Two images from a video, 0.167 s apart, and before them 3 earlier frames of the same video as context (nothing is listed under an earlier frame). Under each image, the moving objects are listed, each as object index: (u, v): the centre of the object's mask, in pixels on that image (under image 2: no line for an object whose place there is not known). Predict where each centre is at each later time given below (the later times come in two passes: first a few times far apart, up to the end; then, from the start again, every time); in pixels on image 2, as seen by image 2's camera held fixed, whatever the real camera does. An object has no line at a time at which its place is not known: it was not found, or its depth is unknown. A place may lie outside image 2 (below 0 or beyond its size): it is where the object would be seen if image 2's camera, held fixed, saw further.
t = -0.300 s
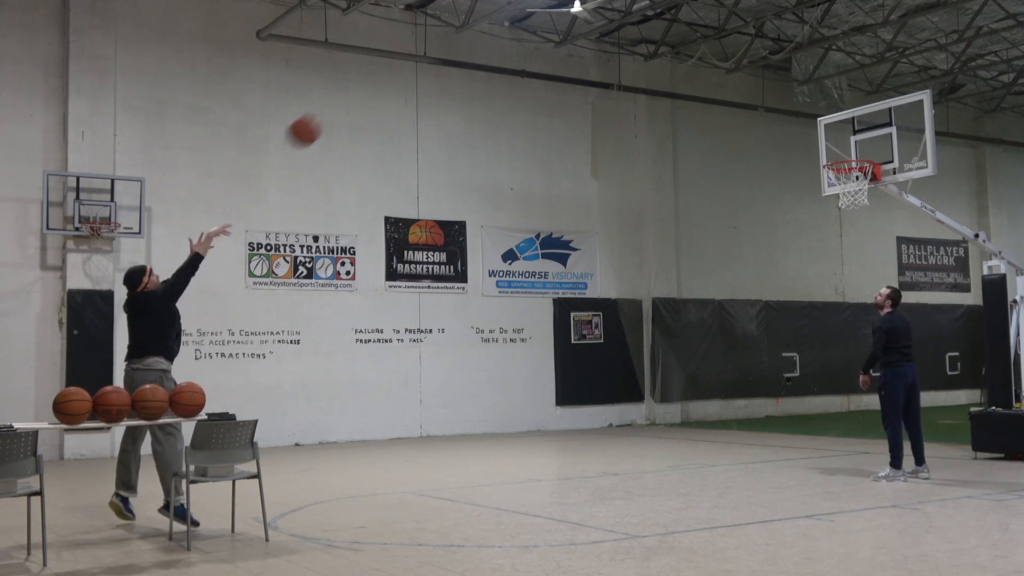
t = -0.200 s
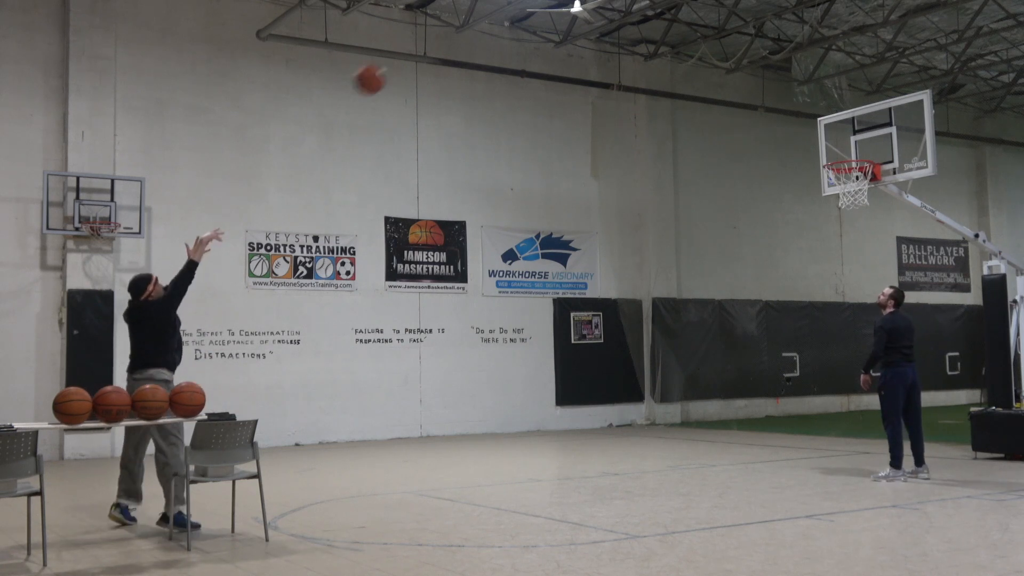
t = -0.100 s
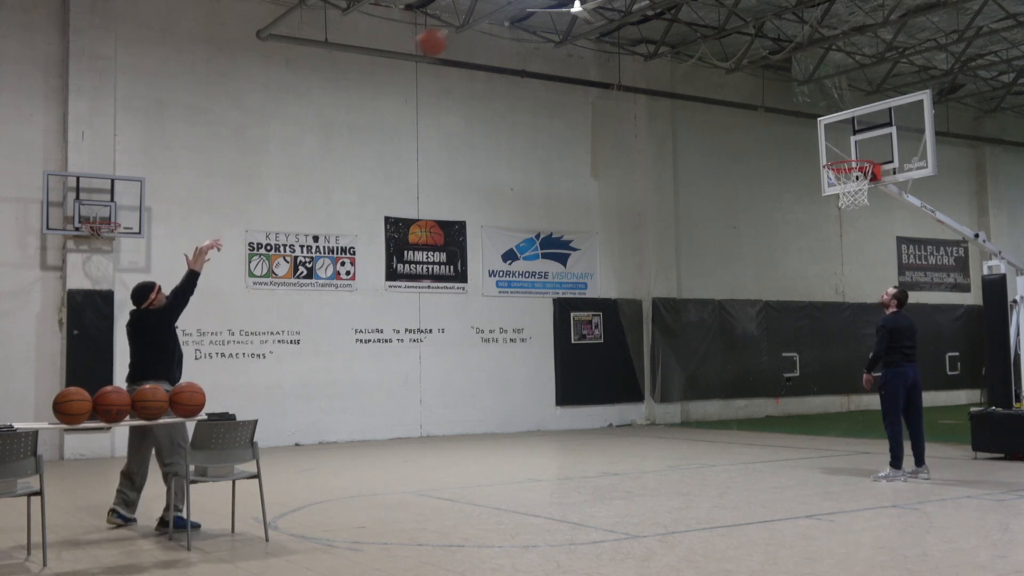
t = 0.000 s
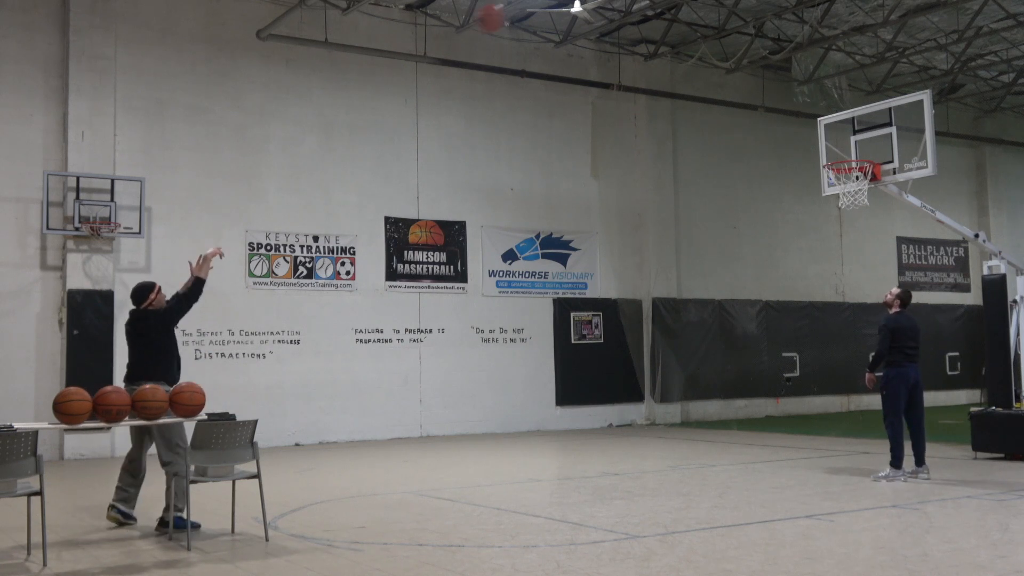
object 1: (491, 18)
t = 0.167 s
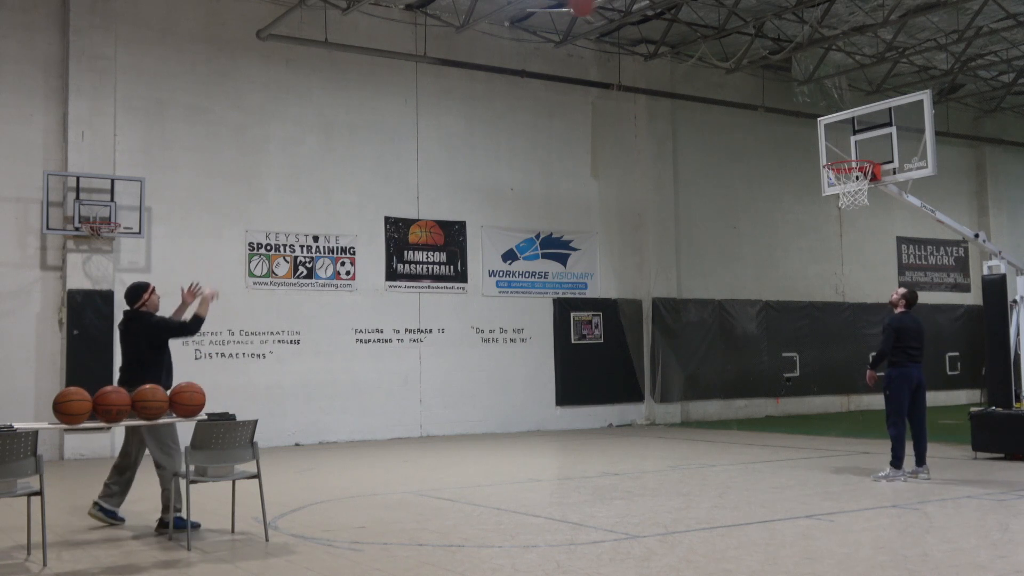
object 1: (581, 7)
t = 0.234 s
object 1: (616, 9)
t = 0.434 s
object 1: (714, 41)
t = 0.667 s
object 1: (819, 126)
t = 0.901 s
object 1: (867, 194)
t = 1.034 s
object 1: (863, 221)
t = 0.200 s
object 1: (599, 8)
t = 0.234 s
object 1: (616, 9)
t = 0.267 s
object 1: (635, 11)
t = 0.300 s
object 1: (650, 13)
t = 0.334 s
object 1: (666, 19)
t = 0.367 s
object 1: (682, 25)
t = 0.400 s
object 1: (698, 32)
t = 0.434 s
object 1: (714, 41)
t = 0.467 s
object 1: (730, 50)
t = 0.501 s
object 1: (745, 60)
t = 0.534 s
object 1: (761, 72)
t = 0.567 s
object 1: (775, 83)
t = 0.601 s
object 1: (790, 97)
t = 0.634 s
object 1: (804, 111)
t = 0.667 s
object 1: (819, 126)
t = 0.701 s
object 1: (834, 143)
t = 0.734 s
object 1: (848, 158)
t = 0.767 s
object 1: (863, 174)
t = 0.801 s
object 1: (867, 188)
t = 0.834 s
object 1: (868, 187)
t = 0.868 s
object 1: (868, 189)
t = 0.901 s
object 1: (867, 194)
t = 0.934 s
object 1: (866, 199)
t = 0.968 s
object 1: (865, 205)
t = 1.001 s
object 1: (864, 212)
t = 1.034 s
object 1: (863, 221)
